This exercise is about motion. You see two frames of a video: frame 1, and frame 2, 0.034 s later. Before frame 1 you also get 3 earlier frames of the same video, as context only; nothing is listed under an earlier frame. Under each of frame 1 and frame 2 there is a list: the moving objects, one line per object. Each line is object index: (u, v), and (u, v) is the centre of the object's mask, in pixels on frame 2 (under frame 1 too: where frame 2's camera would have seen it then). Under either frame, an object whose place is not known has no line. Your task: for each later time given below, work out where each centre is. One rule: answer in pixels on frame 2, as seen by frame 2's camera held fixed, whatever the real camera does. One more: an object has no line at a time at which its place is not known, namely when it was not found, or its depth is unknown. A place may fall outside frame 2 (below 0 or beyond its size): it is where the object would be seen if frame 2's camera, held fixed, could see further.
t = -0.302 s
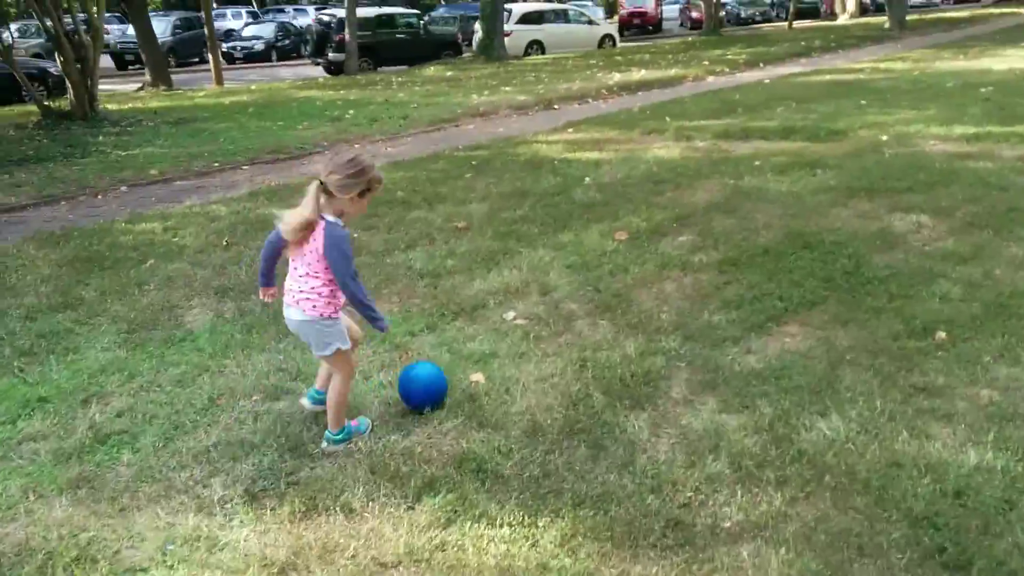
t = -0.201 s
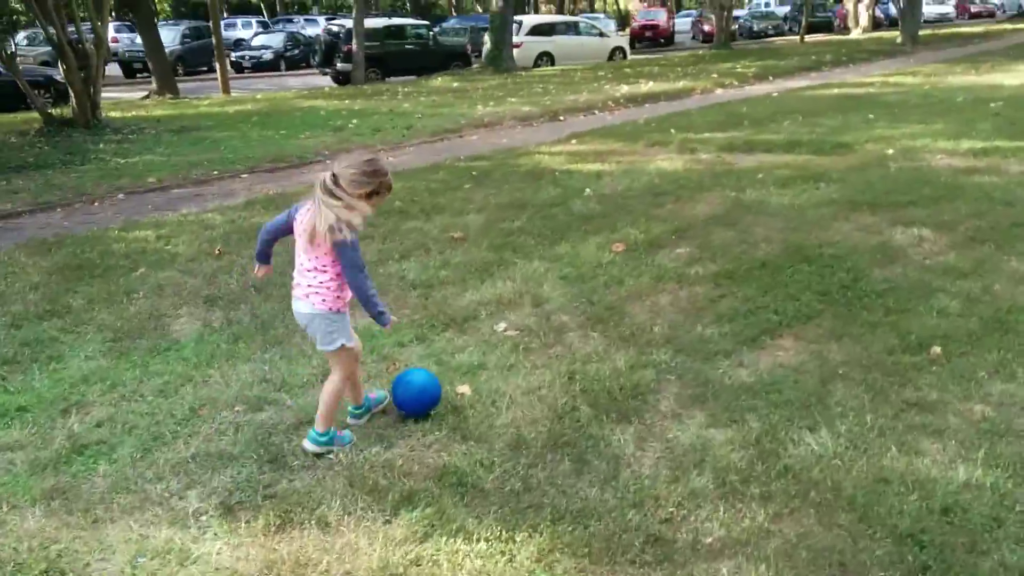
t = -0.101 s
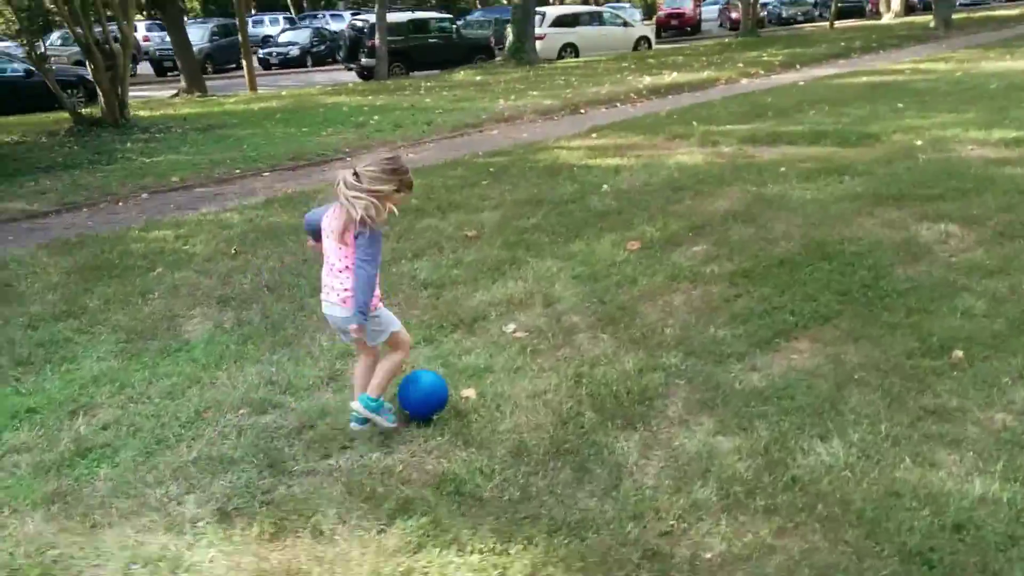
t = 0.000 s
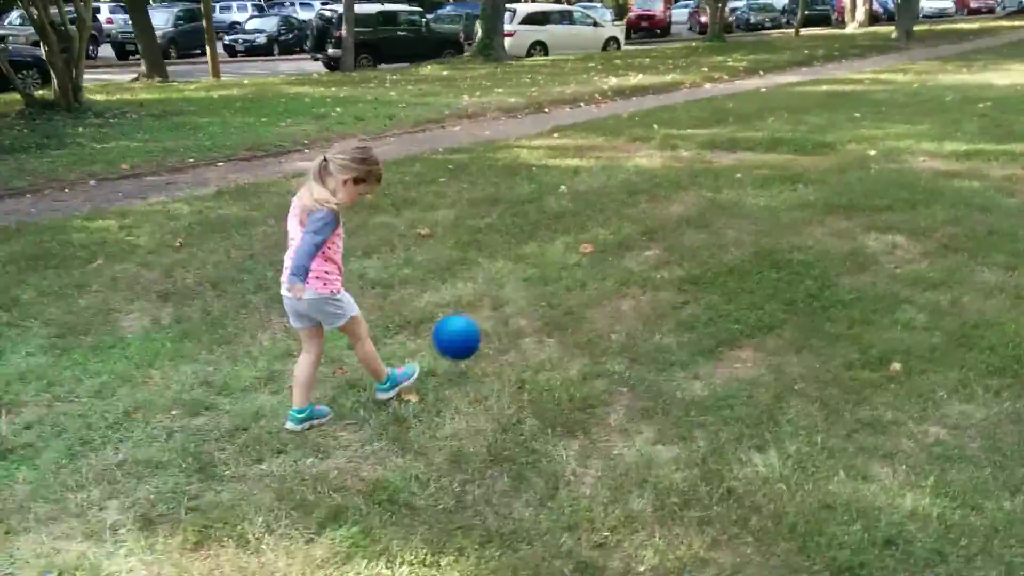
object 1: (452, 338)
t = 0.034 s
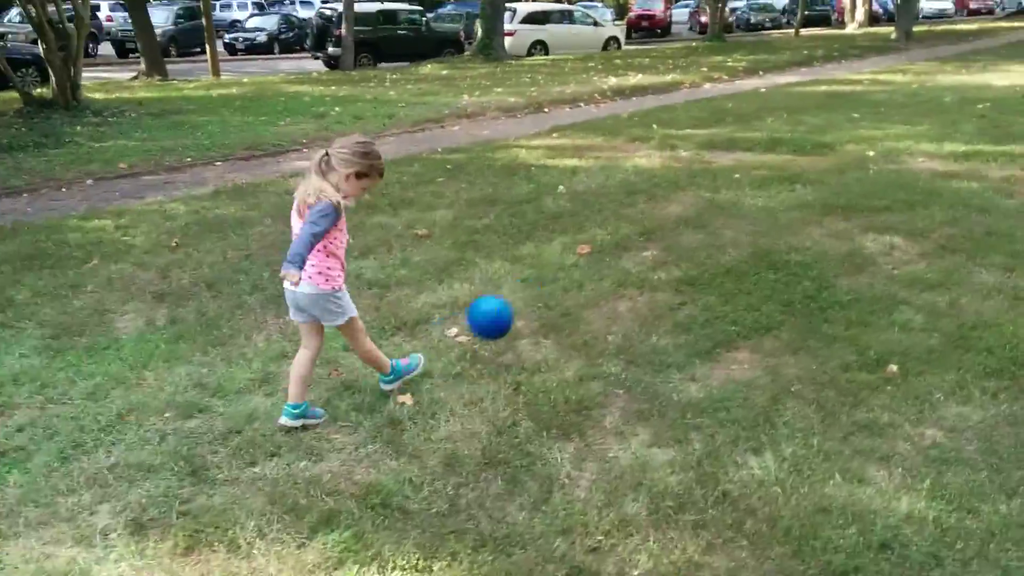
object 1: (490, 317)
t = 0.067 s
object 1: (526, 300)
